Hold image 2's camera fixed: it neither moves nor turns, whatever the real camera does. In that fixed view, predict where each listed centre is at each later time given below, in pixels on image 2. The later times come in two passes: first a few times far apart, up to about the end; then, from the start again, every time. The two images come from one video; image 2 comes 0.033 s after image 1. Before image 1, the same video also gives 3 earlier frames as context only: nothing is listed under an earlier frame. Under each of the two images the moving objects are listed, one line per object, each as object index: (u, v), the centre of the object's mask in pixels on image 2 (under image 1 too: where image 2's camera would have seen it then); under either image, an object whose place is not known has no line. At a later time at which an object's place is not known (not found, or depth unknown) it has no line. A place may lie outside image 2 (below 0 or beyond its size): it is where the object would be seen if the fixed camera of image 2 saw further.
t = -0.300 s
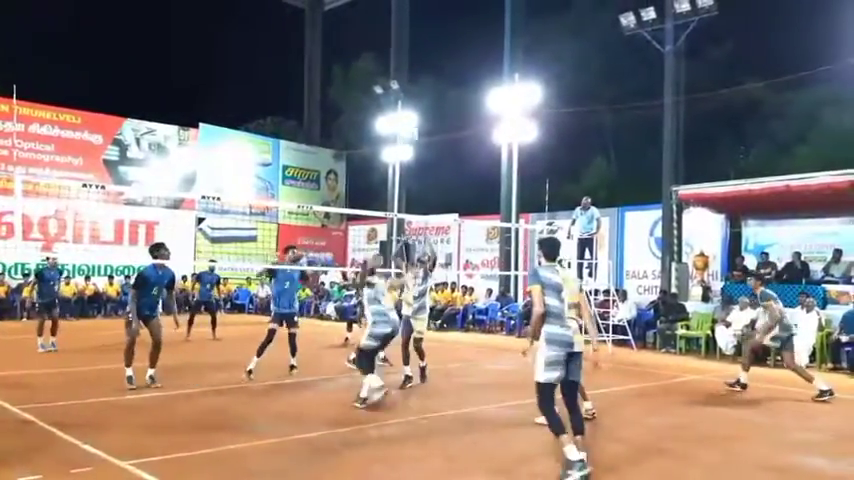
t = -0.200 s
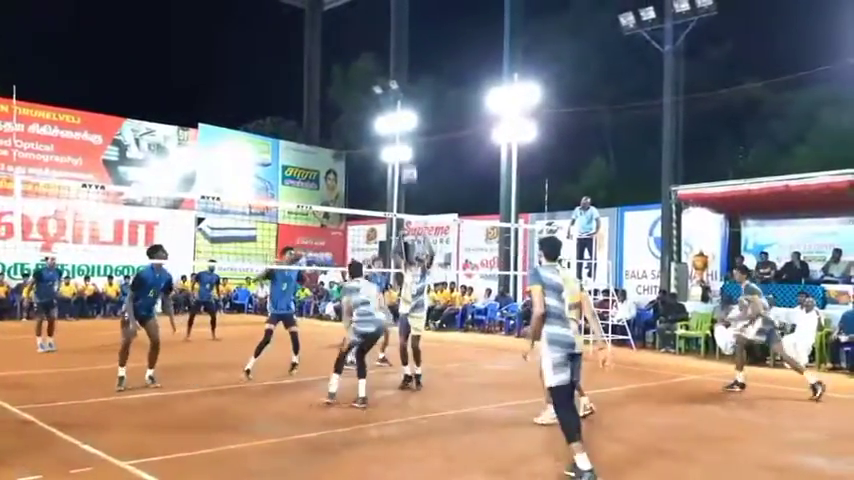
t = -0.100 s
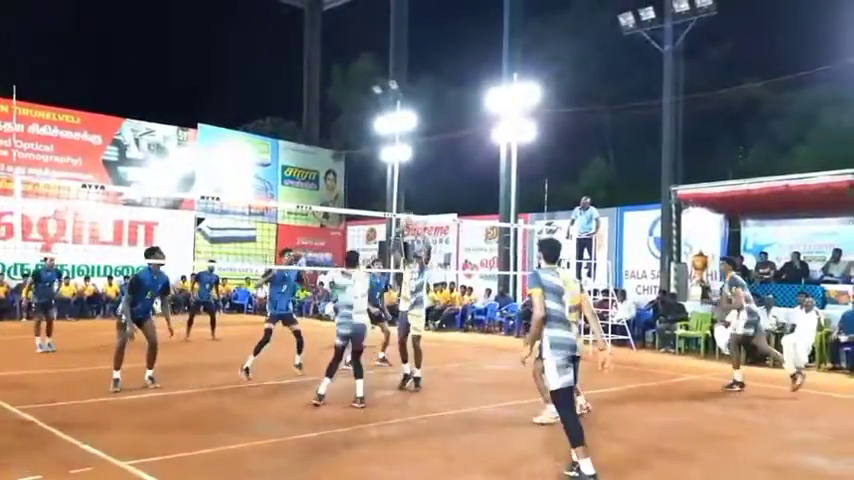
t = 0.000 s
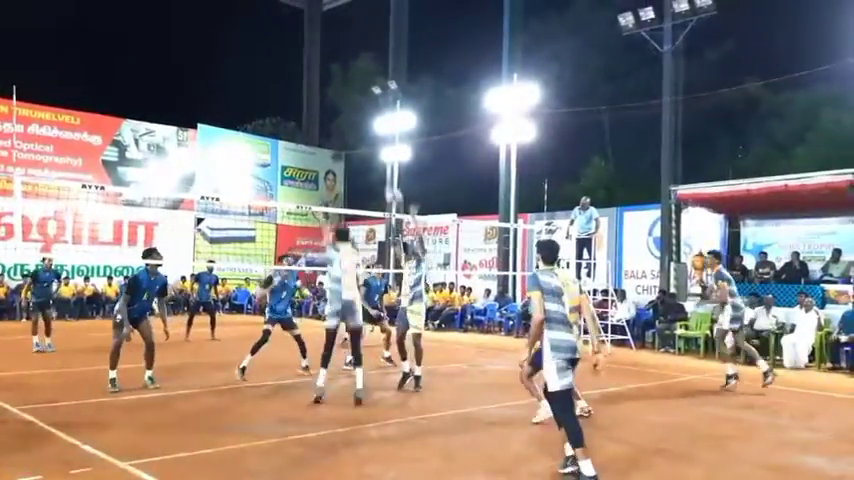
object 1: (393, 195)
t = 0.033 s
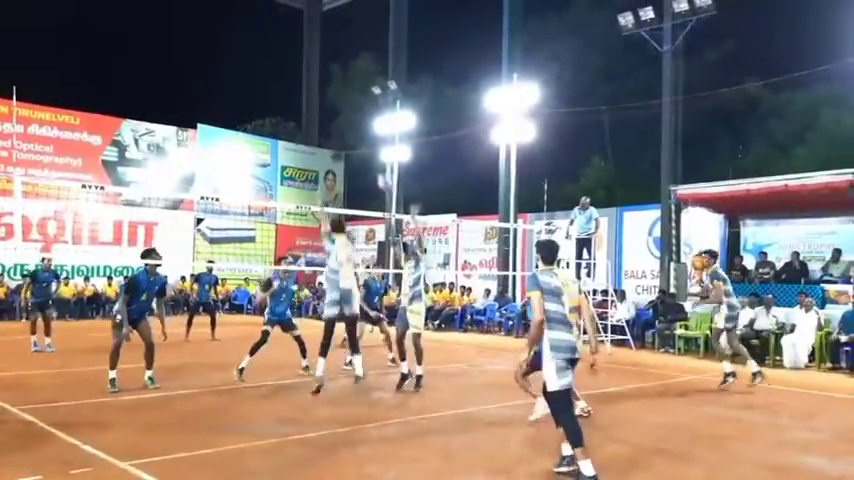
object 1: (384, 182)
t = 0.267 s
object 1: (330, 101)
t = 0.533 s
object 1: (264, 56)
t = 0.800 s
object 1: (187, 66)
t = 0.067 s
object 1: (376, 167)
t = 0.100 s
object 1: (369, 154)
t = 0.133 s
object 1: (362, 142)
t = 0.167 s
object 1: (354, 131)
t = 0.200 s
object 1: (347, 119)
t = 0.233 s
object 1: (339, 110)
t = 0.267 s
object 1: (330, 101)
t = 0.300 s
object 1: (323, 92)
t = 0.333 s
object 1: (315, 85)
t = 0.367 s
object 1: (306, 78)
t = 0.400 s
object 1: (298, 72)
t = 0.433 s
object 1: (289, 67)
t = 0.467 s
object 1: (281, 62)
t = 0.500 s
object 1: (272, 59)
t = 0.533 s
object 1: (264, 56)
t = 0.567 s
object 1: (254, 54)
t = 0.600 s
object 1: (245, 53)
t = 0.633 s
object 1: (236, 52)
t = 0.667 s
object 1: (226, 53)
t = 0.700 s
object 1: (217, 55)
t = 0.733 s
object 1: (207, 57)
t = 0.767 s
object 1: (197, 61)
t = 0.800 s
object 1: (187, 66)
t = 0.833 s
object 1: (177, 71)
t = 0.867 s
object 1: (167, 78)
